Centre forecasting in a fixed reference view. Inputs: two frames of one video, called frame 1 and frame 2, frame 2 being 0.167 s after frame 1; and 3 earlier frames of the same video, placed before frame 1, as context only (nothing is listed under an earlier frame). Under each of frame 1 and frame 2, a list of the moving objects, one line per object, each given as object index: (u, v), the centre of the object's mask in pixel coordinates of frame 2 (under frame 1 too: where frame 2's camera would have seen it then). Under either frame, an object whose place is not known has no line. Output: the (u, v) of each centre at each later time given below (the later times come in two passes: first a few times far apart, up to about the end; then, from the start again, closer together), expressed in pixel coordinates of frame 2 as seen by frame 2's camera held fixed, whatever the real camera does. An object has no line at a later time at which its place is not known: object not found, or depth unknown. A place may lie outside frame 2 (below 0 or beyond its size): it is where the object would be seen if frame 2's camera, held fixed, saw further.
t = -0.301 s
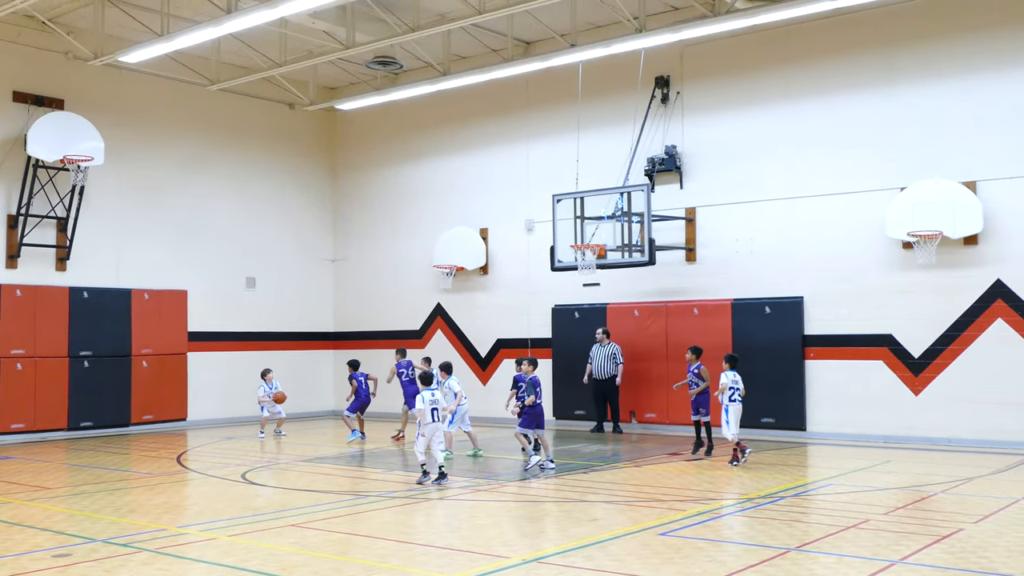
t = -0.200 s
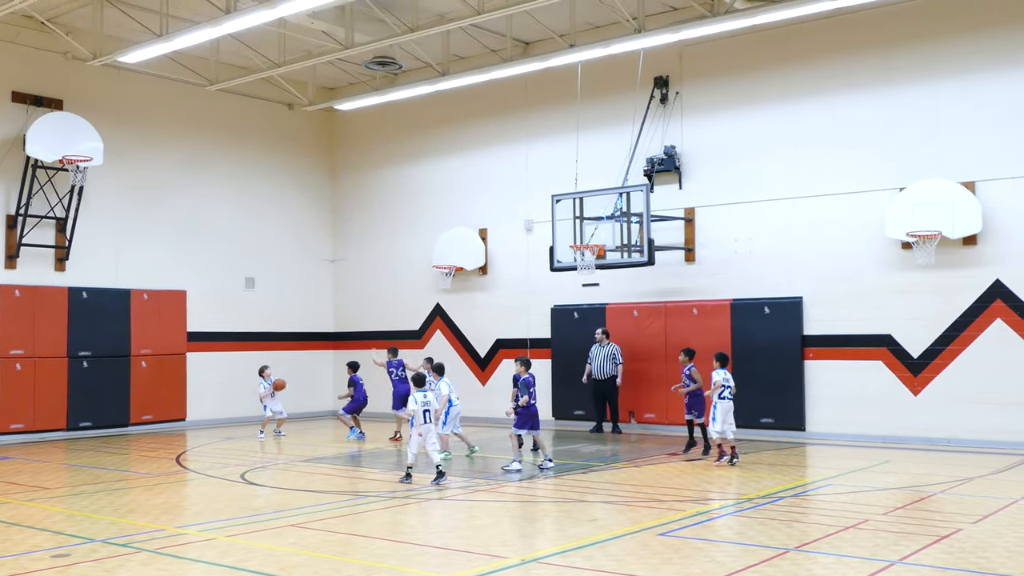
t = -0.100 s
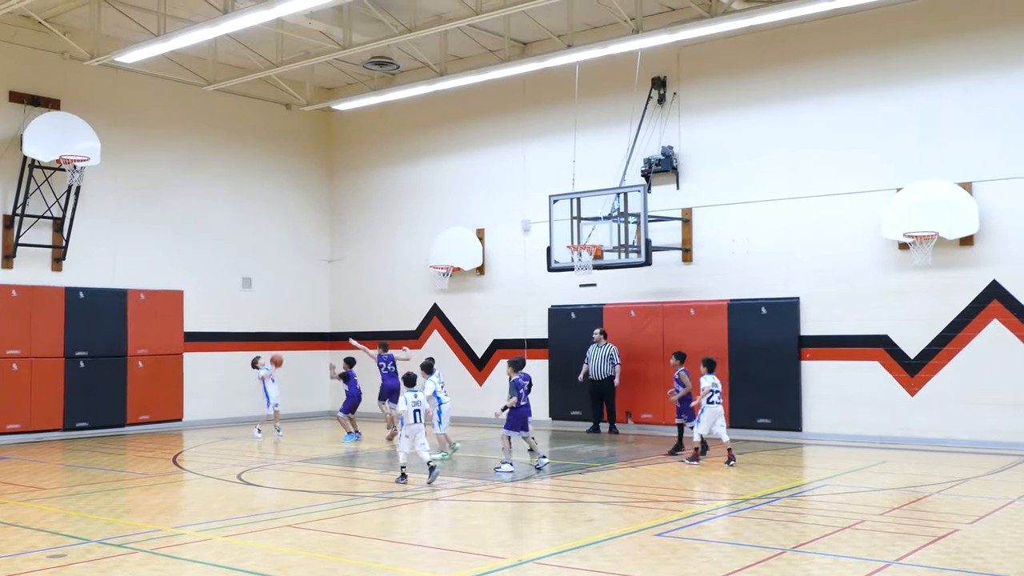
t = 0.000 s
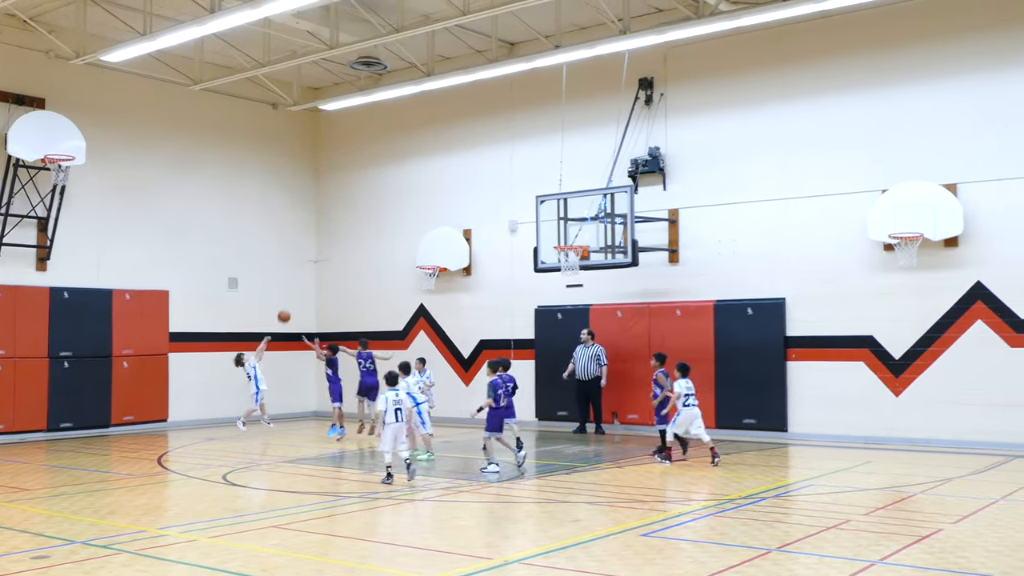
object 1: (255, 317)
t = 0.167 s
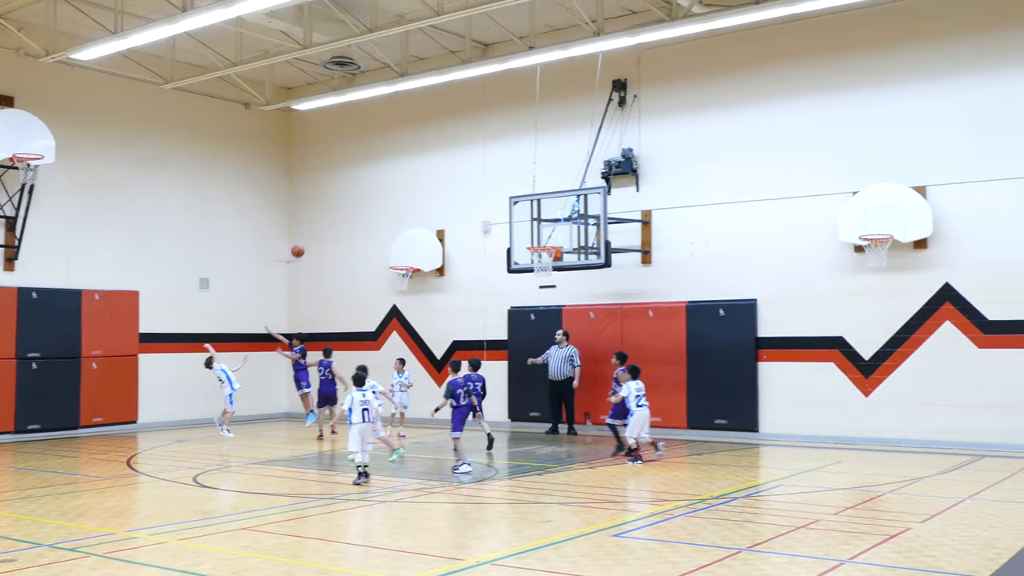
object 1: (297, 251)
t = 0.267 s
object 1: (323, 219)
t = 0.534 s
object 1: (390, 162)
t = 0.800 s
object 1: (456, 146)
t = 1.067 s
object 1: (524, 173)
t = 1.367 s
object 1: (603, 258)
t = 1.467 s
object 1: (630, 299)
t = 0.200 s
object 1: (306, 240)
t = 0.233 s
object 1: (314, 229)
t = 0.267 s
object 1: (323, 219)
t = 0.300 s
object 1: (331, 210)
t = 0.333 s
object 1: (339, 201)
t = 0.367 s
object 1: (348, 193)
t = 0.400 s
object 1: (356, 186)
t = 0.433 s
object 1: (364, 179)
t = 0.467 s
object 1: (373, 173)
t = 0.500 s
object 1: (381, 167)
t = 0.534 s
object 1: (390, 162)
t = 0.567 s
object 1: (398, 158)
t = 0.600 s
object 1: (406, 154)
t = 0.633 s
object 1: (414, 151)
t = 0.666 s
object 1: (422, 148)
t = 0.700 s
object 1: (431, 146)
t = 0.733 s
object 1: (439, 145)
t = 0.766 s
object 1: (448, 145)
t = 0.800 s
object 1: (456, 146)
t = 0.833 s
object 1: (464, 147)
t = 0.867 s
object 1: (473, 149)
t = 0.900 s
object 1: (481, 151)
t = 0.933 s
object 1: (489, 154)
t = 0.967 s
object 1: (498, 158)
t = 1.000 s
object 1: (507, 162)
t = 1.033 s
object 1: (515, 167)
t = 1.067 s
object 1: (524, 173)
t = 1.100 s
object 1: (533, 180)
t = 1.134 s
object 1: (541, 187)
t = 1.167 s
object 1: (550, 195)
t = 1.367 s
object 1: (603, 258)
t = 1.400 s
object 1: (612, 271)
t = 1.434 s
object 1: (621, 285)
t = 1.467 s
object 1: (630, 299)
